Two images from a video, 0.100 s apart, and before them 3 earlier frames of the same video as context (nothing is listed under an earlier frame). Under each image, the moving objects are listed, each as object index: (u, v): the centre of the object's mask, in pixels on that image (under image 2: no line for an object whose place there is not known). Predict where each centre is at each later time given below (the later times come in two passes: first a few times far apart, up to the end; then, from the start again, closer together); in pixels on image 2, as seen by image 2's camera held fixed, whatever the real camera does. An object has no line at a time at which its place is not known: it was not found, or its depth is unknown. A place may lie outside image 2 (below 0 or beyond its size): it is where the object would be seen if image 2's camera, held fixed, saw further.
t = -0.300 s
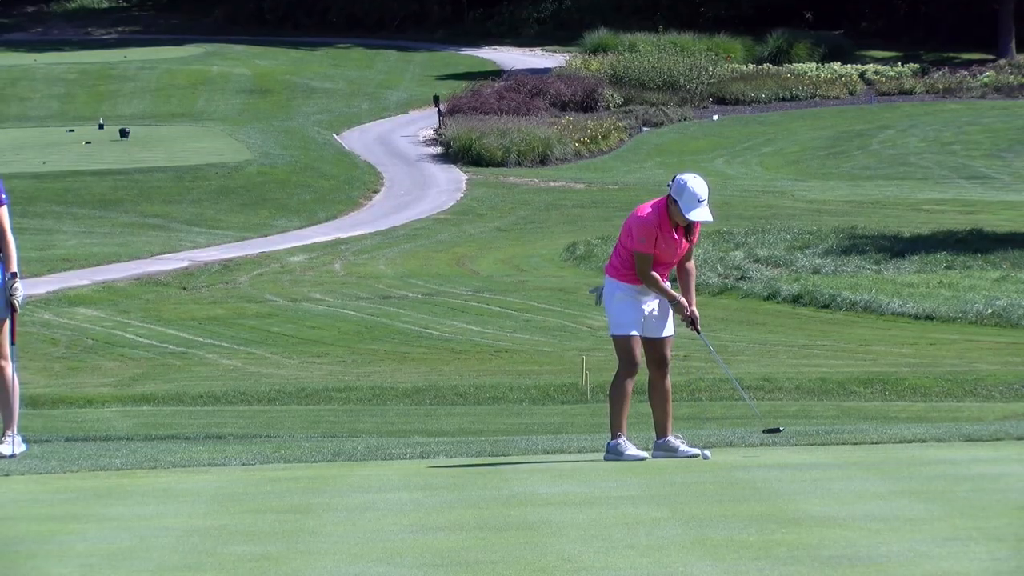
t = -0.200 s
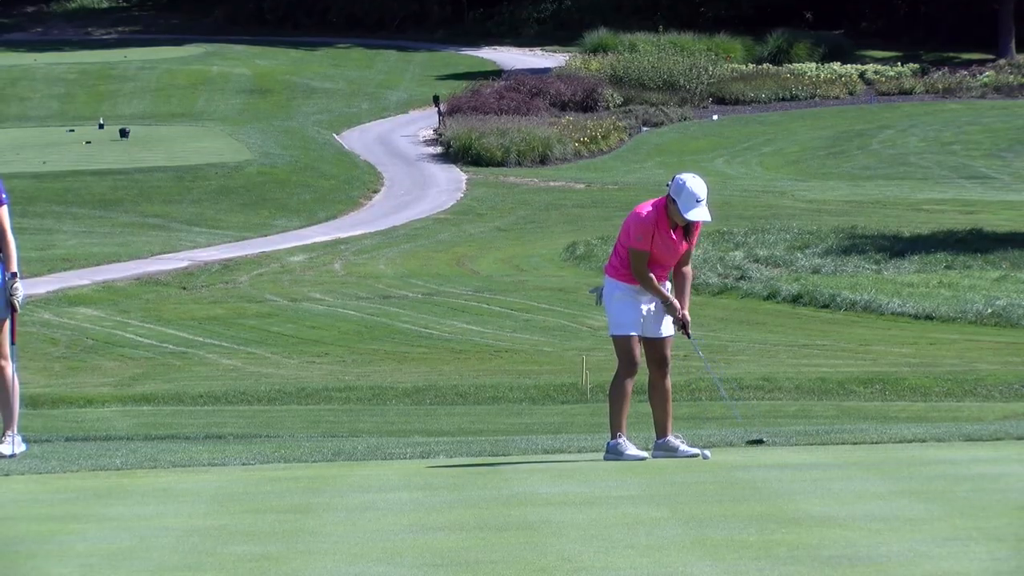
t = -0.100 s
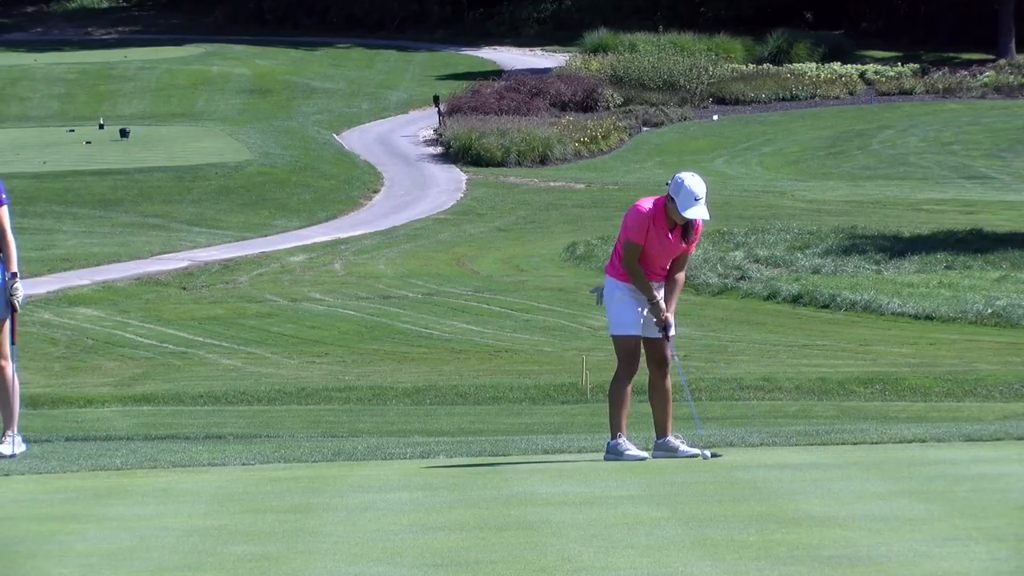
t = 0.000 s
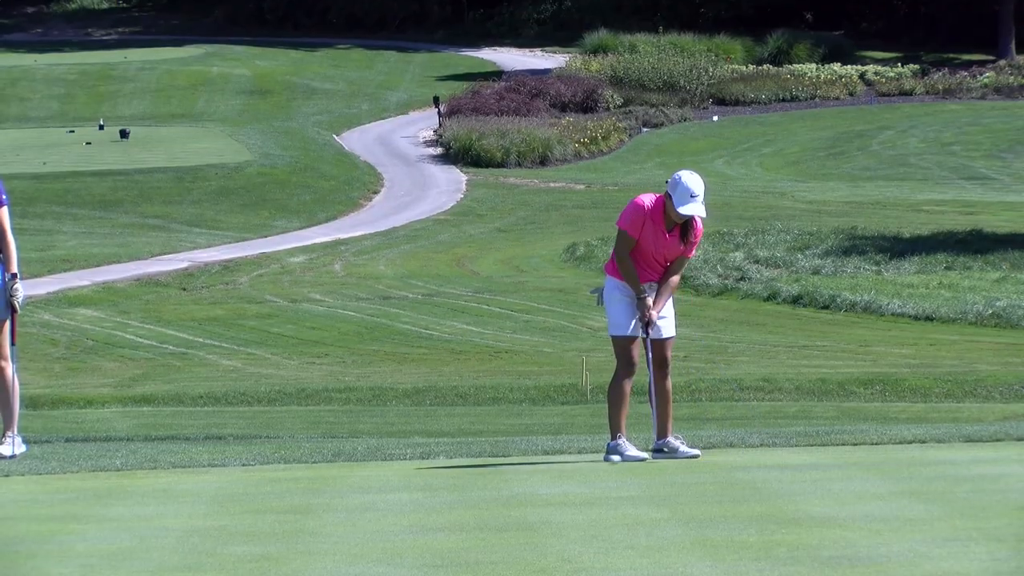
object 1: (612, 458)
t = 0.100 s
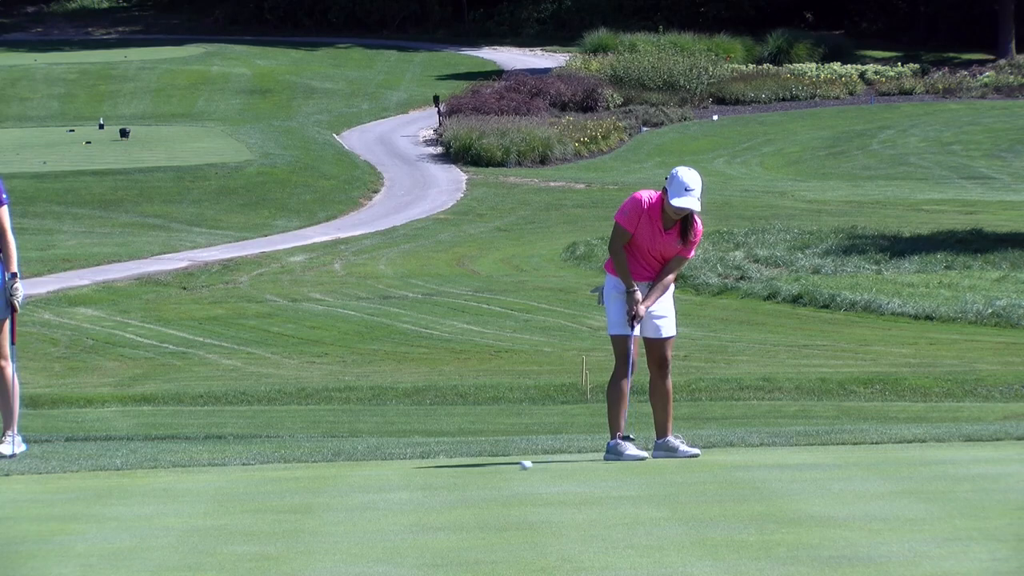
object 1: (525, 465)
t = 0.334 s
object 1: (347, 481)
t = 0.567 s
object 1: (176, 498)
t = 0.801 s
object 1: (5, 514)
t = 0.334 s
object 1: (347, 481)
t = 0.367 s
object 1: (323, 483)
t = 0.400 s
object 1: (299, 485)
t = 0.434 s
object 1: (275, 487)
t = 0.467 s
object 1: (250, 490)
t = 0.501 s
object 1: (226, 492)
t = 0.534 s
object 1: (201, 495)
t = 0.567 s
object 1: (176, 498)
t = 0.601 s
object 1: (152, 500)
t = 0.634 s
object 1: (126, 502)
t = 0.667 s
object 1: (102, 505)
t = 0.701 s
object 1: (77, 507)
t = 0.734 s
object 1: (53, 509)
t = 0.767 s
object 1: (28, 512)
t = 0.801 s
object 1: (5, 514)
